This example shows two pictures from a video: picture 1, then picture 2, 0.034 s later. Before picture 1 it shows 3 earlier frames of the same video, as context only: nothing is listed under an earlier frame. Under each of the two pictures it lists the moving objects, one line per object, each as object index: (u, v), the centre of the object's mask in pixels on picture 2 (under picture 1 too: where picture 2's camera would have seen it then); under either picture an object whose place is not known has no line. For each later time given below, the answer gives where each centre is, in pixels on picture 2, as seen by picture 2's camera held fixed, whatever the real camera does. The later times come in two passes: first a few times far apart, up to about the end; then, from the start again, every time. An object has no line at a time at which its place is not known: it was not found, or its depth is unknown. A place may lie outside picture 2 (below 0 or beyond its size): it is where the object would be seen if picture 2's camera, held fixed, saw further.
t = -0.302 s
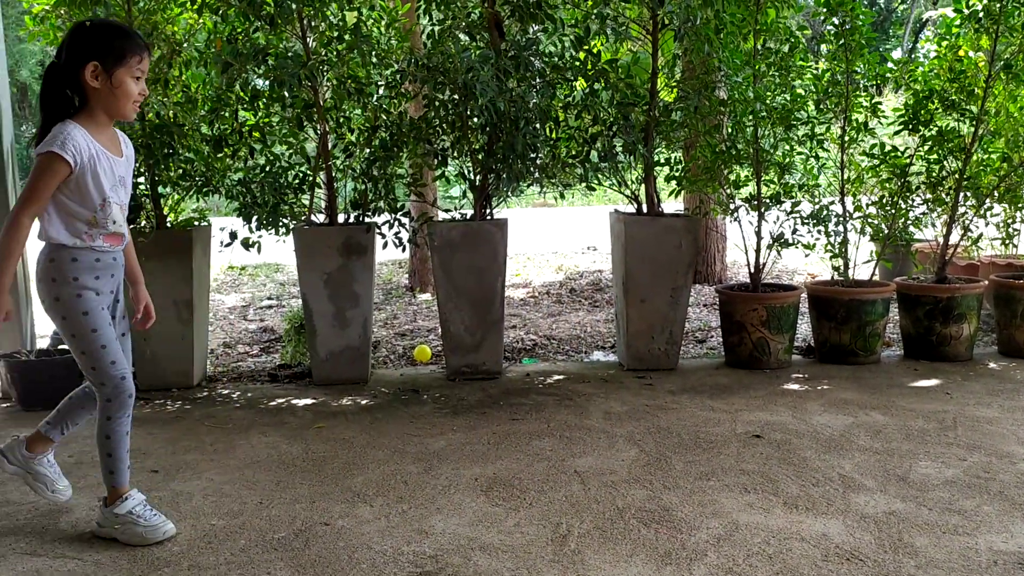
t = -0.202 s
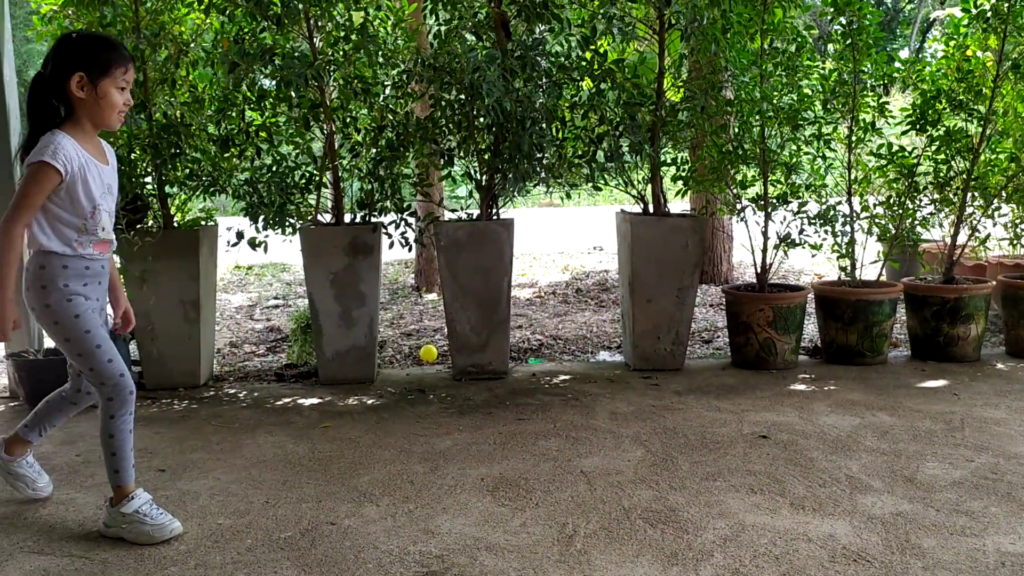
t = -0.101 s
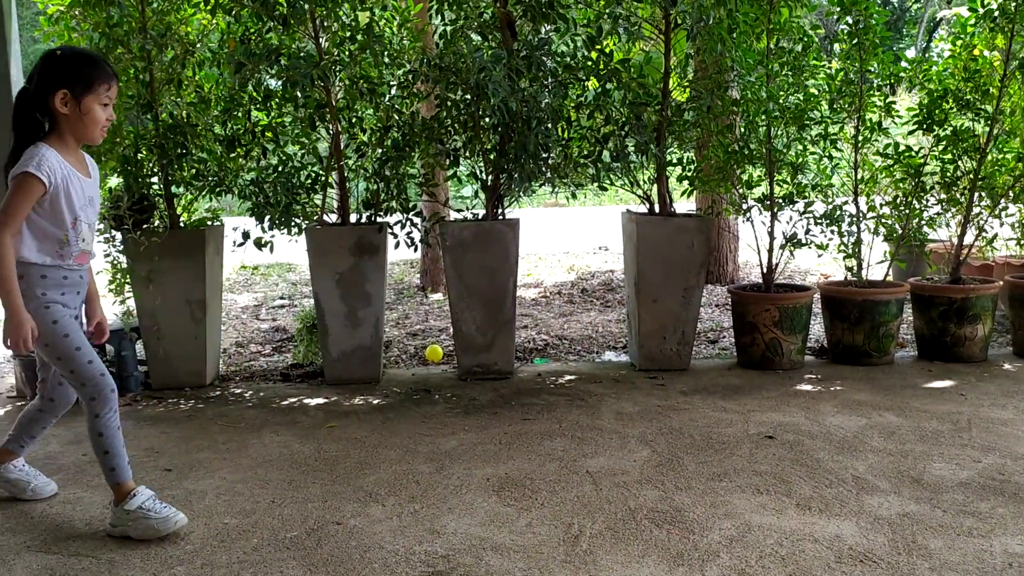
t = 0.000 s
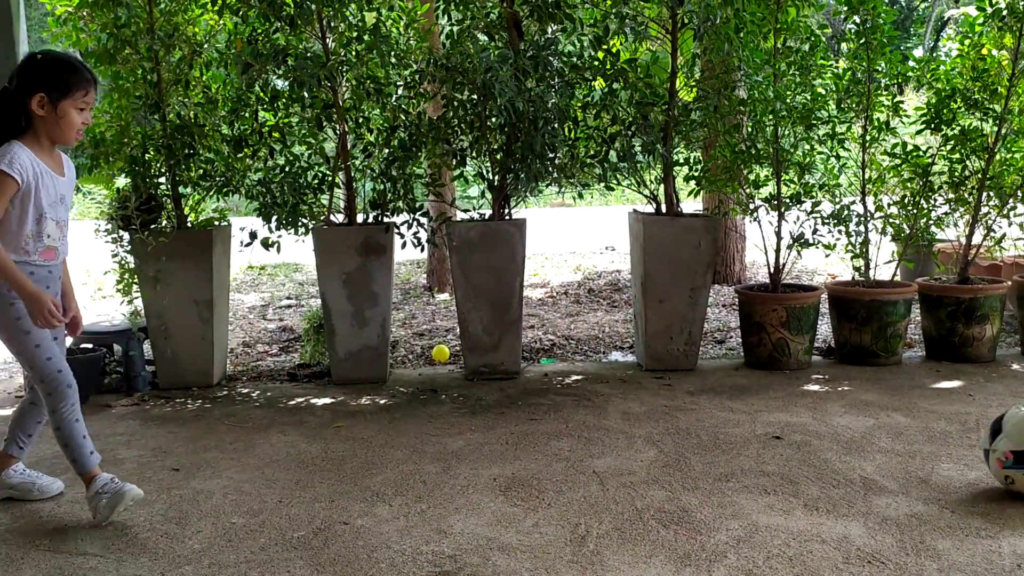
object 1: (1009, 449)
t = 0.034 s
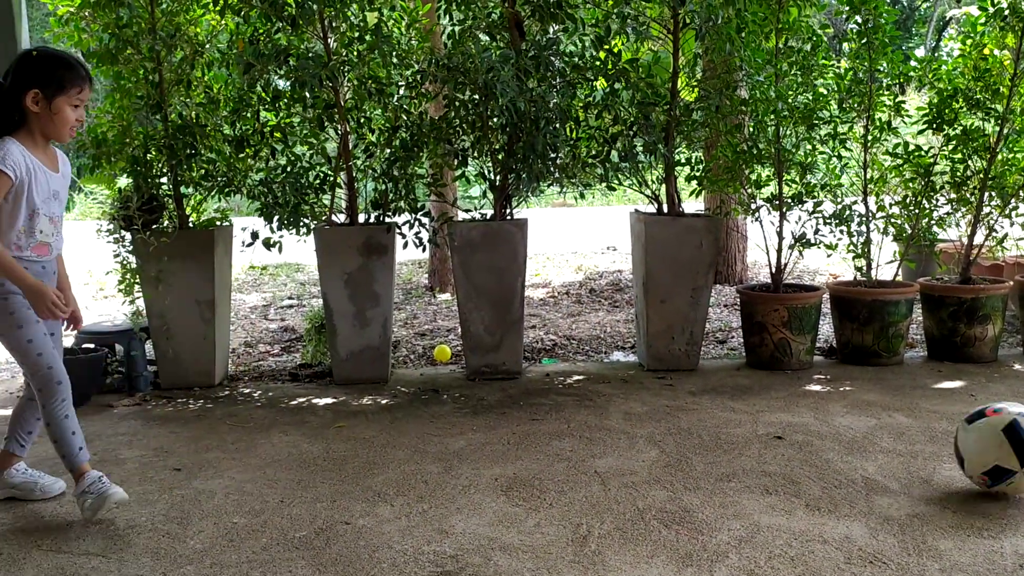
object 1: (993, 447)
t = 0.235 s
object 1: (816, 453)
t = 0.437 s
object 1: (634, 451)
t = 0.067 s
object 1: (973, 450)
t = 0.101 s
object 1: (943, 451)
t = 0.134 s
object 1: (911, 452)
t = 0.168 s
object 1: (879, 452)
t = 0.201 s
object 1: (848, 453)
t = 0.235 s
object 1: (816, 453)
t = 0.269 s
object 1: (785, 452)
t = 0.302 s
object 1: (753, 453)
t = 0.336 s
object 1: (722, 451)
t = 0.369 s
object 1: (692, 454)
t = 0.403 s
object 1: (662, 451)
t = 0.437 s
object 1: (634, 451)
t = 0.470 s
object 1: (604, 453)
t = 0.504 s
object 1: (575, 452)
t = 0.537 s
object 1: (546, 453)
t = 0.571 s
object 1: (516, 454)
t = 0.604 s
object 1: (487, 453)
